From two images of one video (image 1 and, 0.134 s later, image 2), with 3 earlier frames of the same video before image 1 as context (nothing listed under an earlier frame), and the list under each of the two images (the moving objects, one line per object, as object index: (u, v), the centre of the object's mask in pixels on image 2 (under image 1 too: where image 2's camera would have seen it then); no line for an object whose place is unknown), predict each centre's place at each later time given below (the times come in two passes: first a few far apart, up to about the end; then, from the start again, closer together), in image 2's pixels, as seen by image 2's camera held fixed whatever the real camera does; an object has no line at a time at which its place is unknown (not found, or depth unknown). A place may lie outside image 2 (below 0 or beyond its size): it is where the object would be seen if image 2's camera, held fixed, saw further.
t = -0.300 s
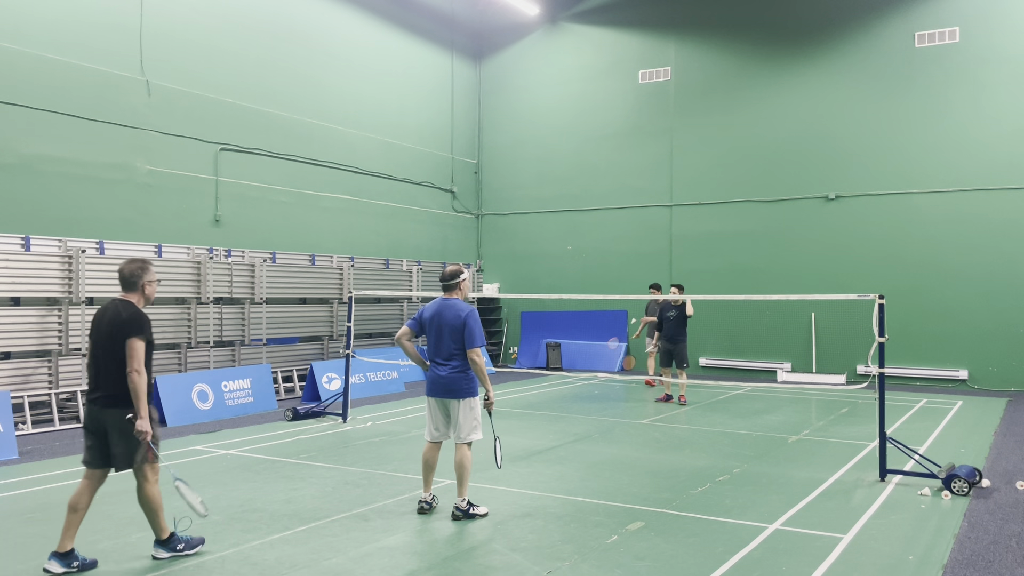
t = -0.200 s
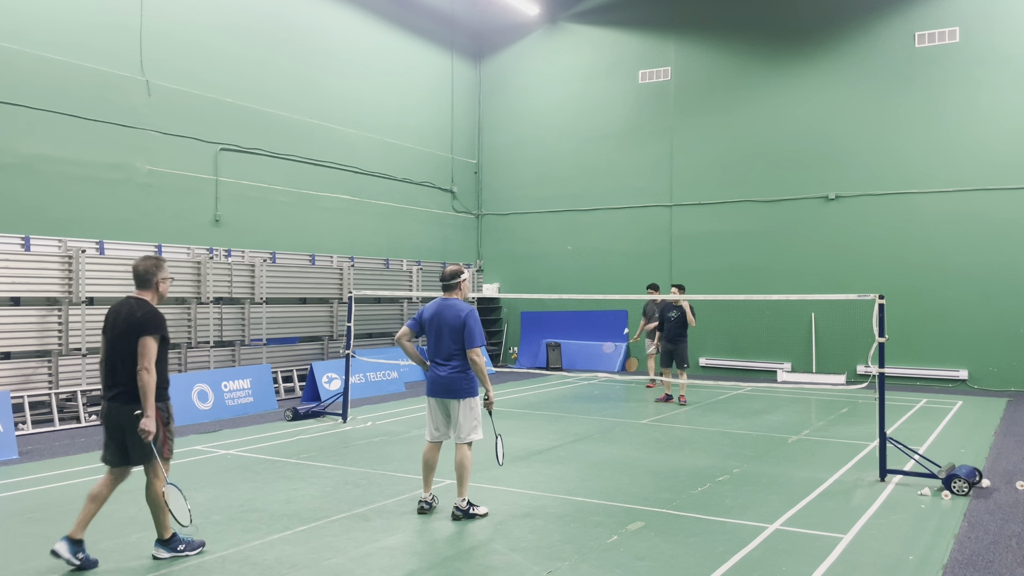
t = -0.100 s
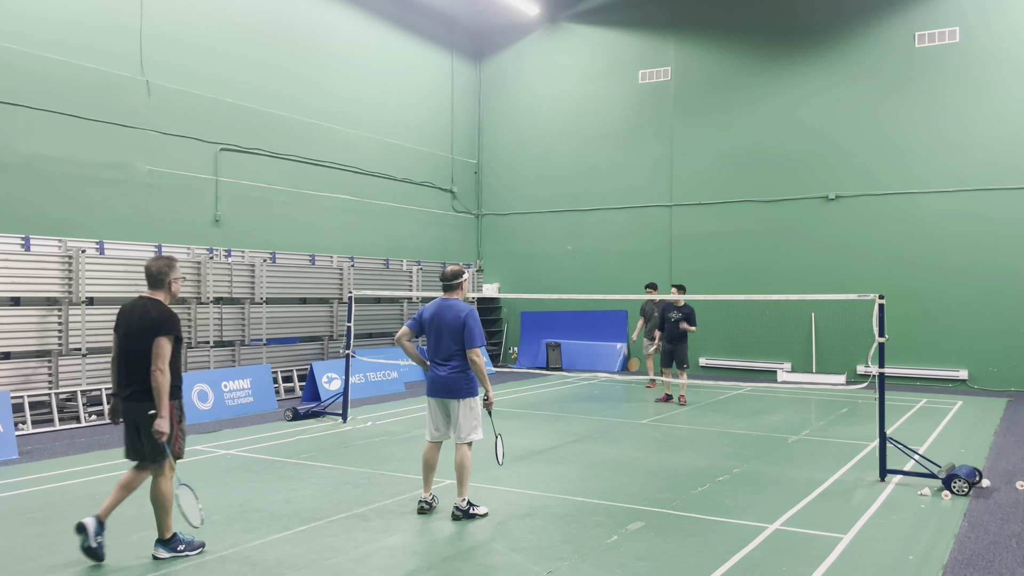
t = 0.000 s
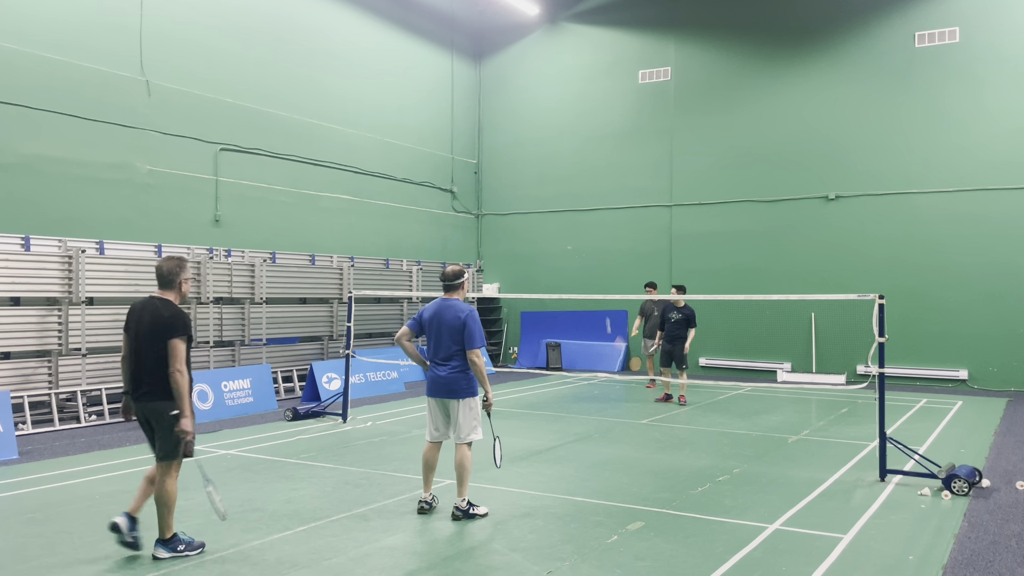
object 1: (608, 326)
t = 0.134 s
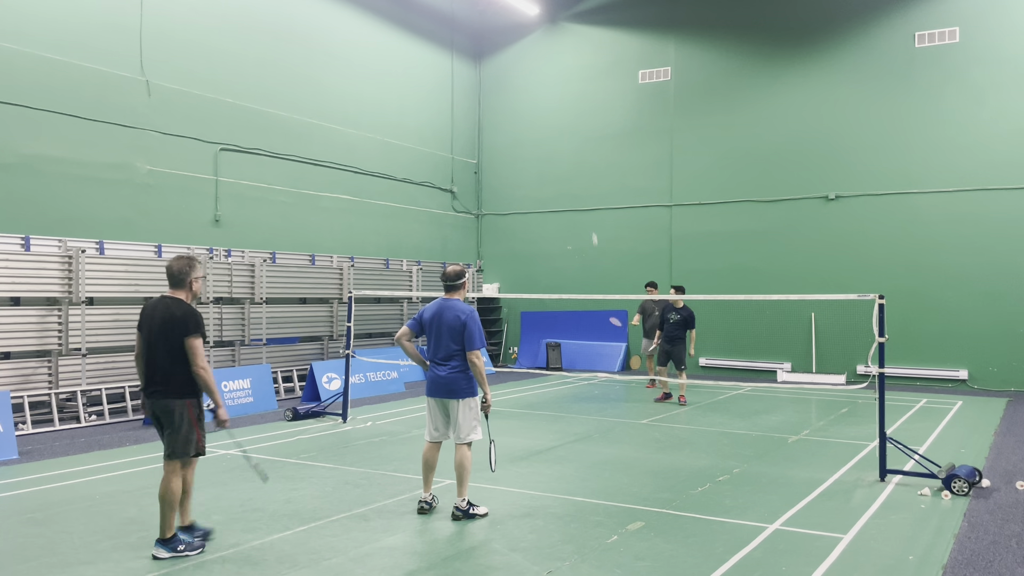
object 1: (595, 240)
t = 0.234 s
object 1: (585, 192)
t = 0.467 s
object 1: (563, 121)
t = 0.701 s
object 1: (539, 100)
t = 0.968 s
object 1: (506, 142)
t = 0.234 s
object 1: (585, 192)
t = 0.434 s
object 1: (566, 128)
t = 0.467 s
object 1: (563, 121)
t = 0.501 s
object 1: (559, 115)
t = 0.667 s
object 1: (542, 99)
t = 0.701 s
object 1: (539, 100)
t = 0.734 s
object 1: (535, 101)
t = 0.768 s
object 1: (531, 103)
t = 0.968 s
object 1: (506, 142)
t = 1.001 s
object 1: (502, 152)
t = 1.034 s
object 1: (497, 163)
